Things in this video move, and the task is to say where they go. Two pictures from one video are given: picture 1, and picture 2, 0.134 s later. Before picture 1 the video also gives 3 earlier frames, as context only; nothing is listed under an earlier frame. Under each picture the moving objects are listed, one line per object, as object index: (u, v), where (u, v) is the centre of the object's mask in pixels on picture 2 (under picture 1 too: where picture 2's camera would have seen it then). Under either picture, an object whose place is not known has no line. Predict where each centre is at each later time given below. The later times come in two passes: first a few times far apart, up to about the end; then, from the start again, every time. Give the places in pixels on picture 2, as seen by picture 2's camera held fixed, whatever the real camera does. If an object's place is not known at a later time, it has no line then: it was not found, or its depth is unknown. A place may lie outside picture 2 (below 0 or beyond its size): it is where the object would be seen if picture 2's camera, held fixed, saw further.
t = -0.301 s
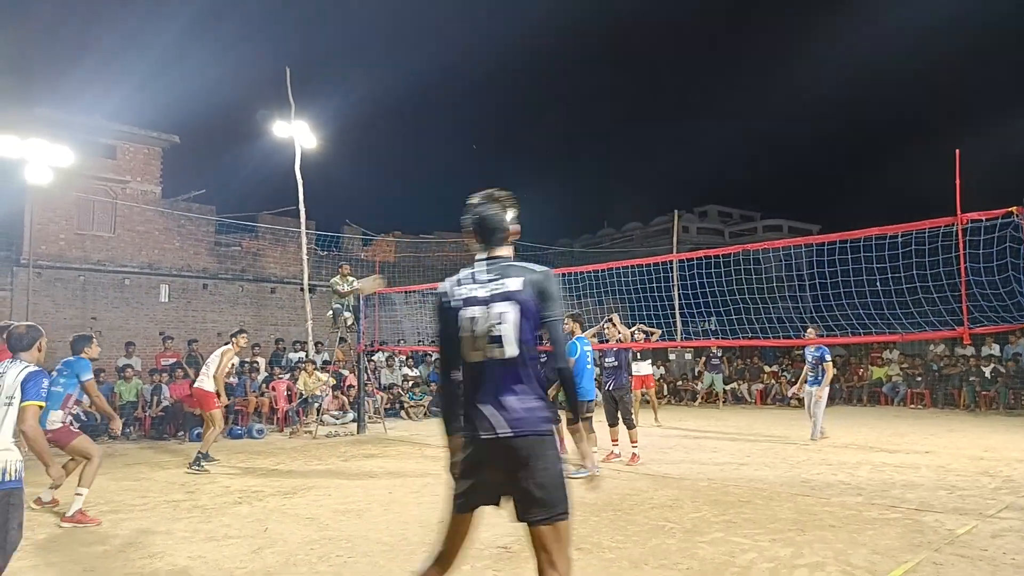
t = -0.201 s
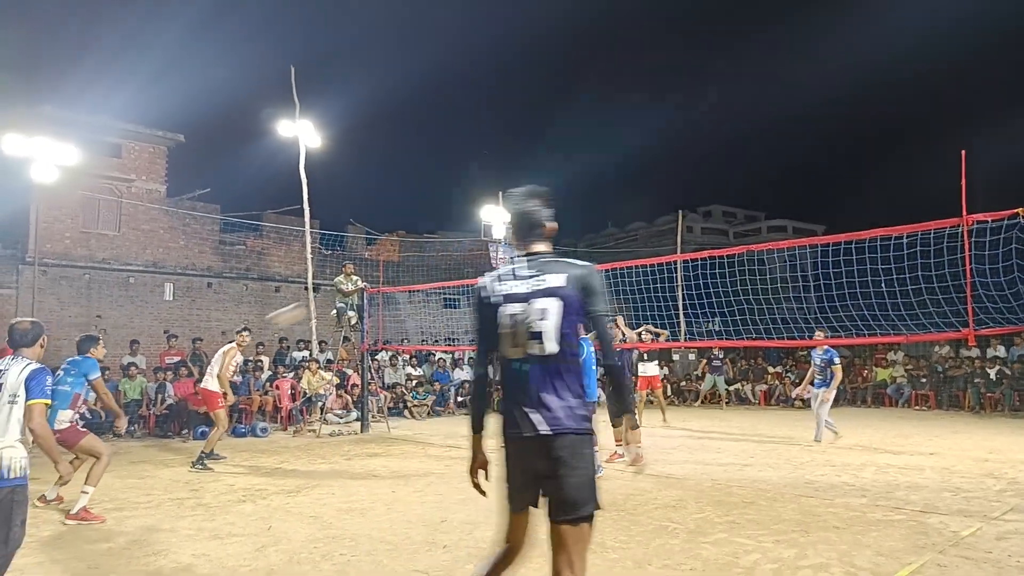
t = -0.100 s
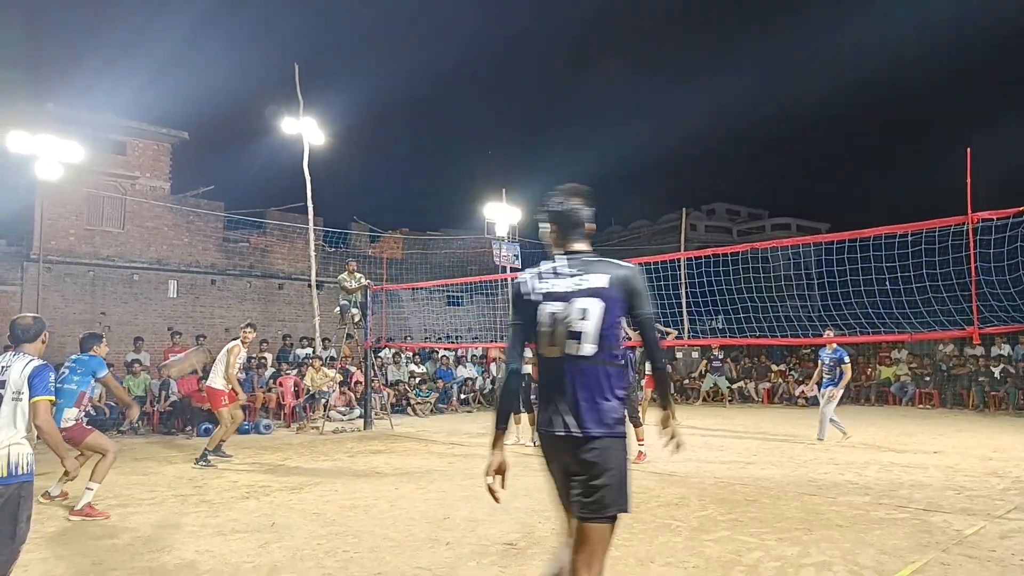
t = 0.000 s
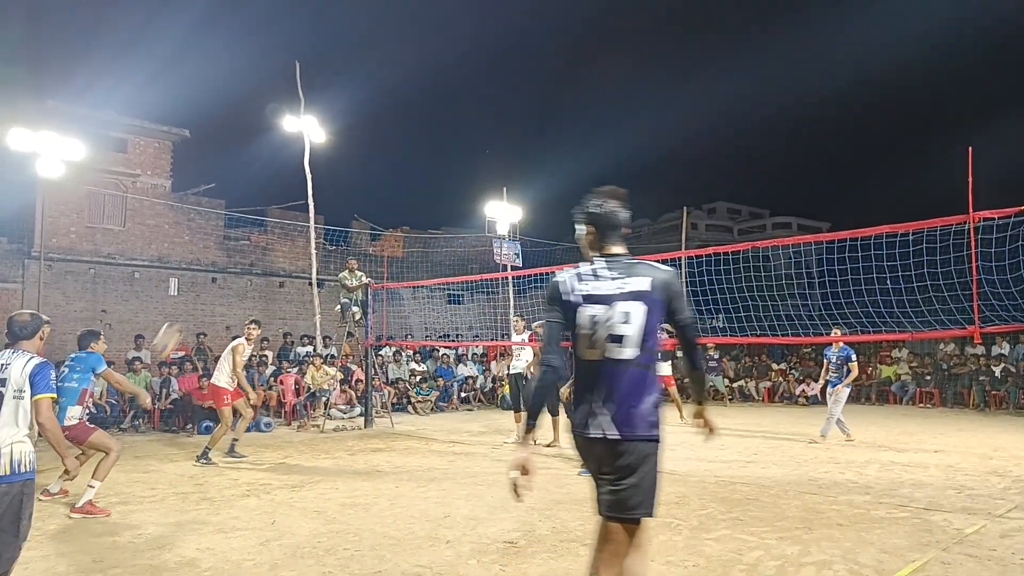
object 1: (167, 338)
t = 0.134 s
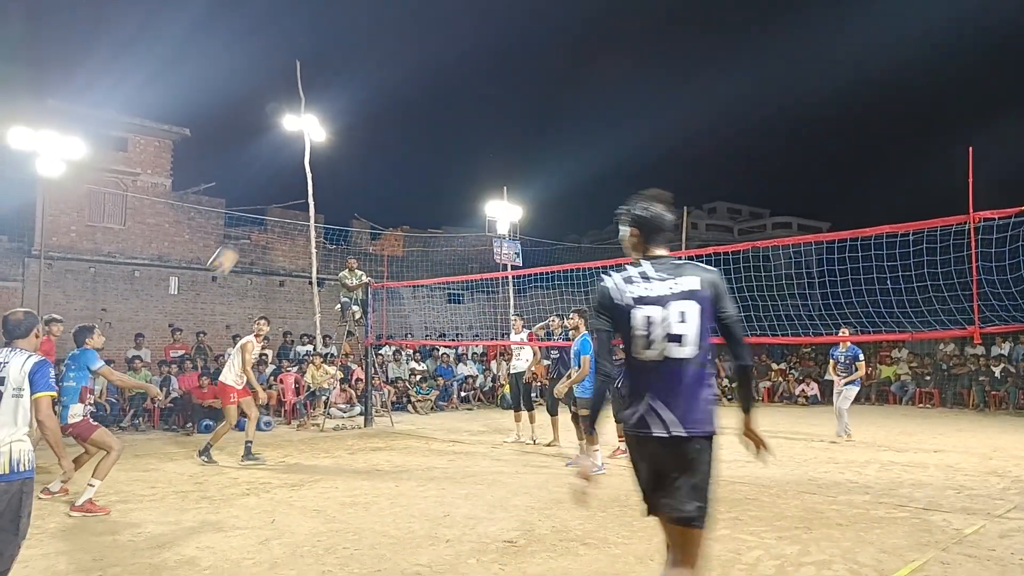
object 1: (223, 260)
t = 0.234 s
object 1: (262, 215)
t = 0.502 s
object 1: (357, 145)
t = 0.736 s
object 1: (431, 139)
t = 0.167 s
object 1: (236, 244)
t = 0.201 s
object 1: (249, 228)
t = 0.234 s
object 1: (262, 215)
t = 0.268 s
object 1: (275, 203)
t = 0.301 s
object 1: (287, 191)
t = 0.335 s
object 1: (296, 182)
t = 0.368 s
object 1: (311, 171)
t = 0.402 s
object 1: (324, 163)
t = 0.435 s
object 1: (334, 156)
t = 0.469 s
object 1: (346, 150)
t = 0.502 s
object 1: (357, 145)
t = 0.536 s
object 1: (367, 142)
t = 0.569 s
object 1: (378, 139)
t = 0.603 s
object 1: (390, 136)
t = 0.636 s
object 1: (400, 136)
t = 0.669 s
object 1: (410, 136)
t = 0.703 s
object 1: (421, 137)
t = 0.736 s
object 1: (431, 139)
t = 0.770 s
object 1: (441, 142)
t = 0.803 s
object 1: (452, 146)
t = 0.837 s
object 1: (462, 150)
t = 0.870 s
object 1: (471, 156)
